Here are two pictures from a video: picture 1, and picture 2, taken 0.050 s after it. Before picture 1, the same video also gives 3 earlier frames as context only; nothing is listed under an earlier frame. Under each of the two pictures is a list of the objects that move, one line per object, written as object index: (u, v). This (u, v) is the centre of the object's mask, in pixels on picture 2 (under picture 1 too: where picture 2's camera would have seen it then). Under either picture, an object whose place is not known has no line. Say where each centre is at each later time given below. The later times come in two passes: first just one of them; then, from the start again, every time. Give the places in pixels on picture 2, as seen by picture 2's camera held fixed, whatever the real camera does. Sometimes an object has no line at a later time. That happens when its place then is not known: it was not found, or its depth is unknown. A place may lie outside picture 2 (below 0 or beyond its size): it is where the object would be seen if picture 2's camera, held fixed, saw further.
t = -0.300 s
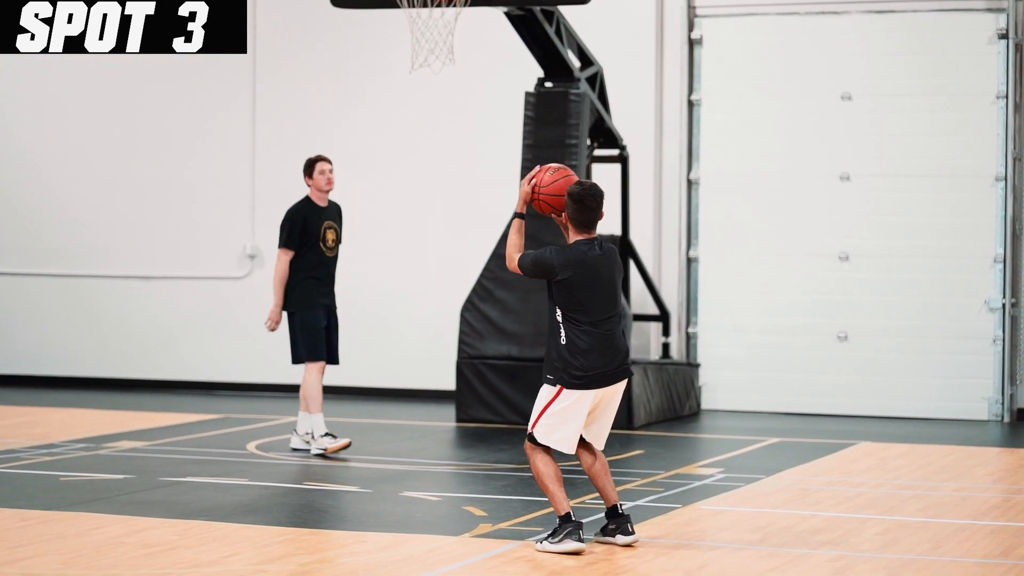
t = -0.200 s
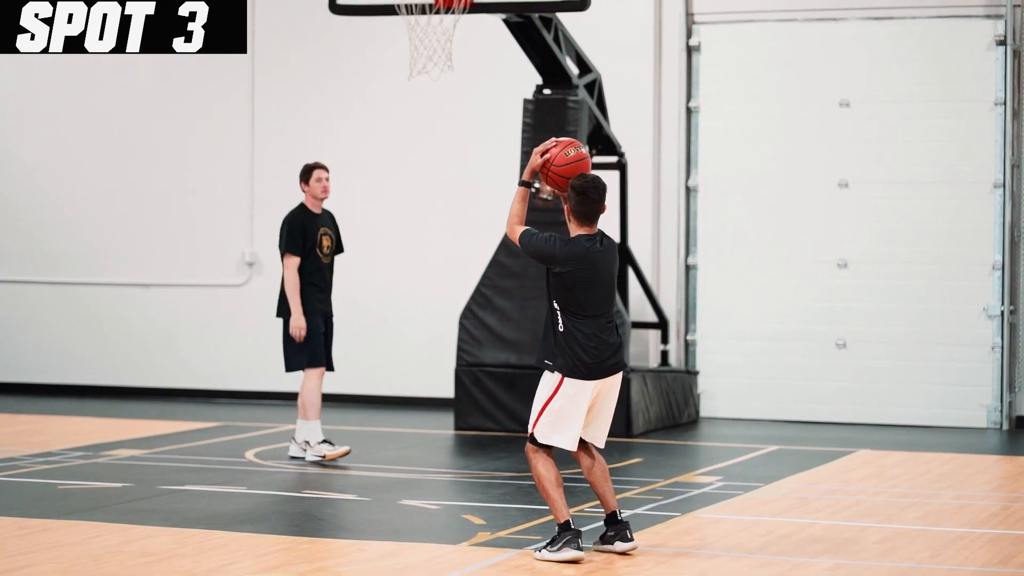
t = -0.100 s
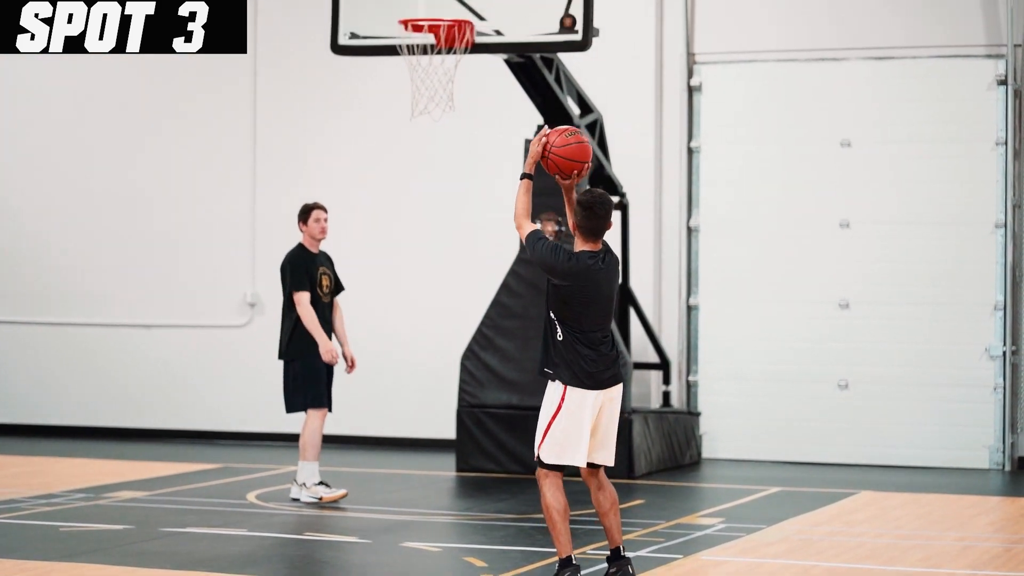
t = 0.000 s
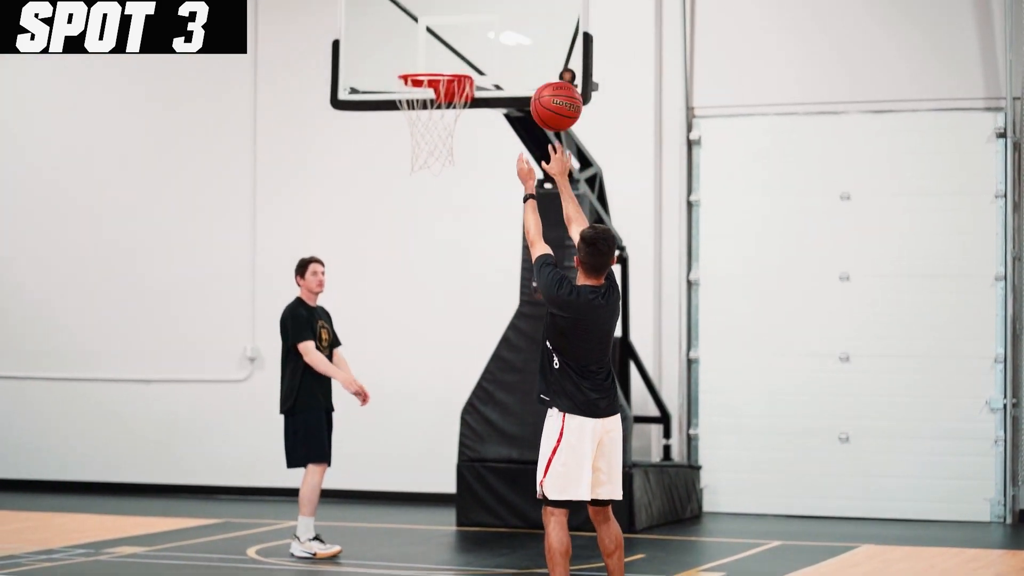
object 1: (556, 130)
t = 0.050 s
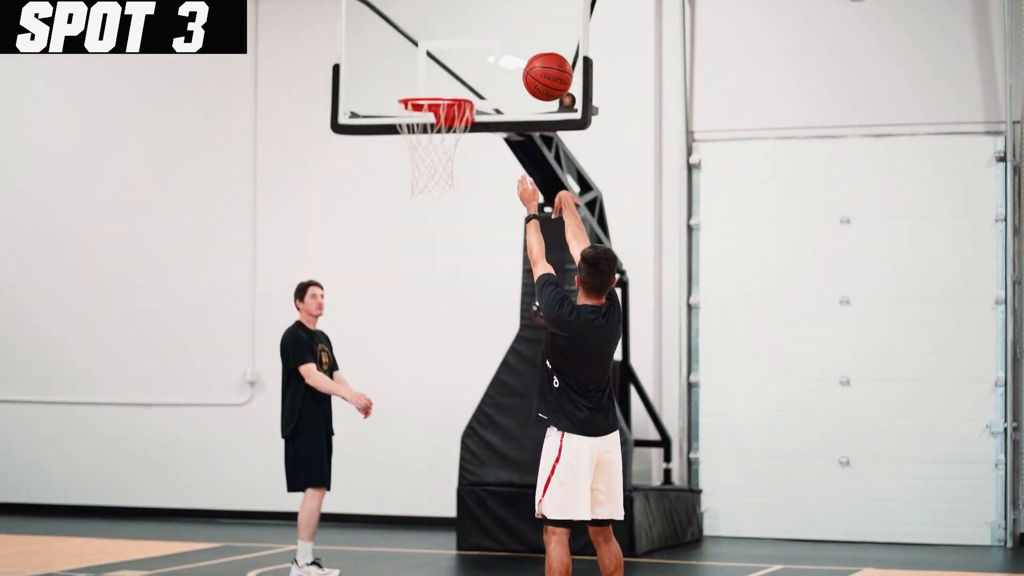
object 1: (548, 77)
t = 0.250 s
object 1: (517, -74)
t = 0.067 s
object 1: (545, 60)
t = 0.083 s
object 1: (543, 44)
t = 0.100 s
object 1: (539, 29)
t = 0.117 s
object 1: (537, 15)
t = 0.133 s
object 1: (534, 2)
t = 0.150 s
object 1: (532, -11)
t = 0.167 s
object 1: (530, -23)
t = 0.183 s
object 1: (527, -35)
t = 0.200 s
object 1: (524, -46)
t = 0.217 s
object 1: (522, -56)
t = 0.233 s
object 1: (519, -65)
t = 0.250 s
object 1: (517, -74)
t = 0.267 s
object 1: (515, -82)
